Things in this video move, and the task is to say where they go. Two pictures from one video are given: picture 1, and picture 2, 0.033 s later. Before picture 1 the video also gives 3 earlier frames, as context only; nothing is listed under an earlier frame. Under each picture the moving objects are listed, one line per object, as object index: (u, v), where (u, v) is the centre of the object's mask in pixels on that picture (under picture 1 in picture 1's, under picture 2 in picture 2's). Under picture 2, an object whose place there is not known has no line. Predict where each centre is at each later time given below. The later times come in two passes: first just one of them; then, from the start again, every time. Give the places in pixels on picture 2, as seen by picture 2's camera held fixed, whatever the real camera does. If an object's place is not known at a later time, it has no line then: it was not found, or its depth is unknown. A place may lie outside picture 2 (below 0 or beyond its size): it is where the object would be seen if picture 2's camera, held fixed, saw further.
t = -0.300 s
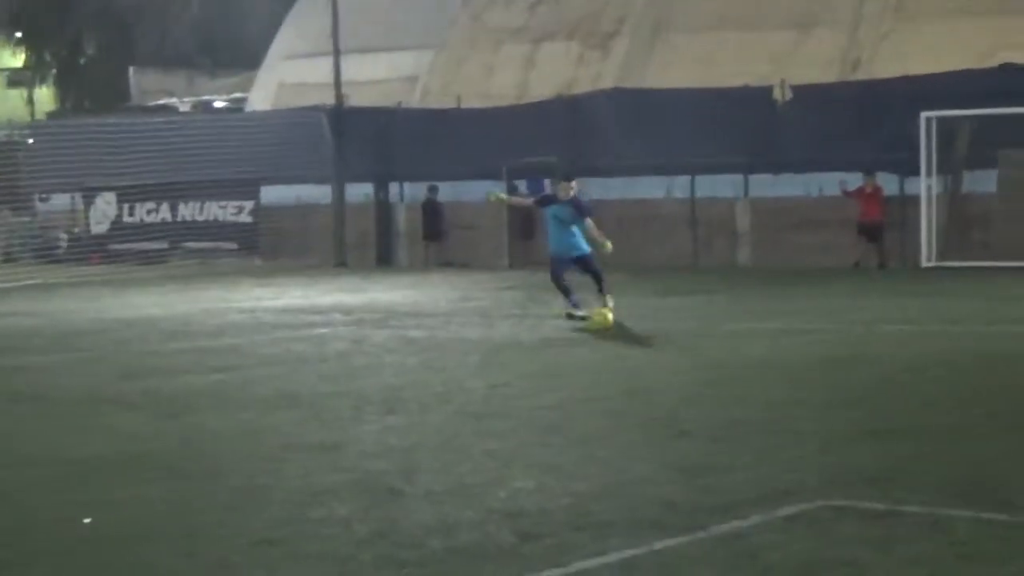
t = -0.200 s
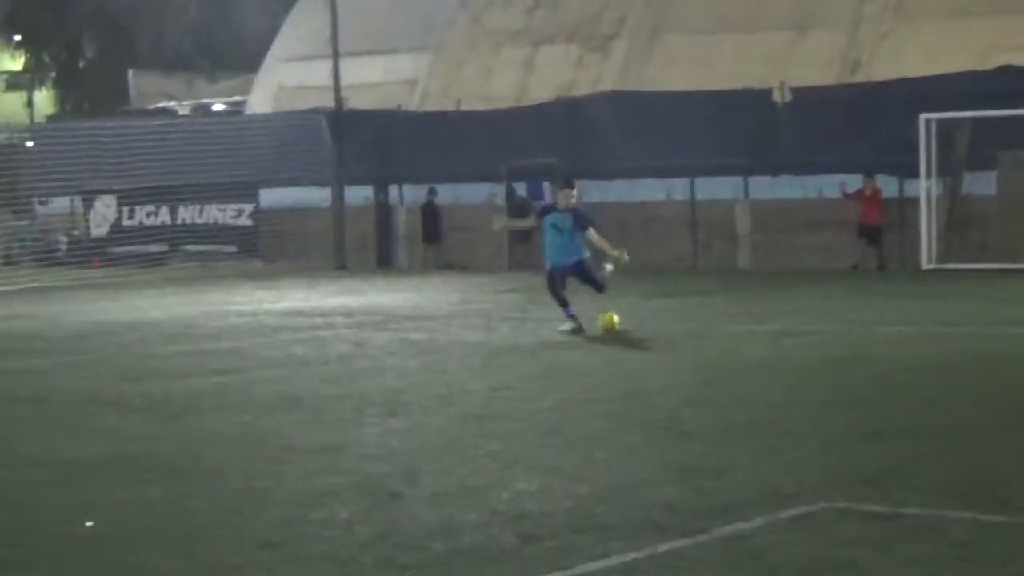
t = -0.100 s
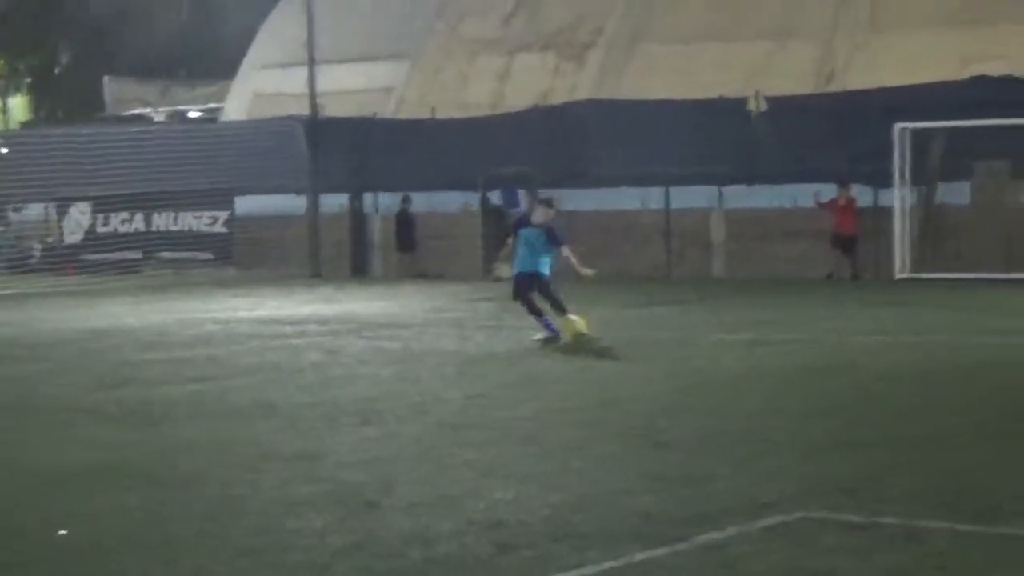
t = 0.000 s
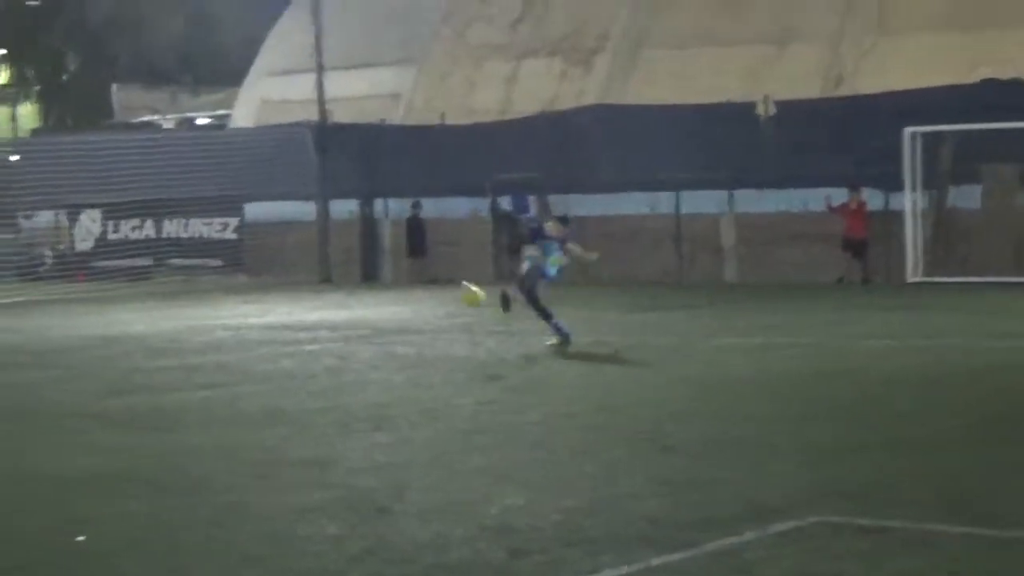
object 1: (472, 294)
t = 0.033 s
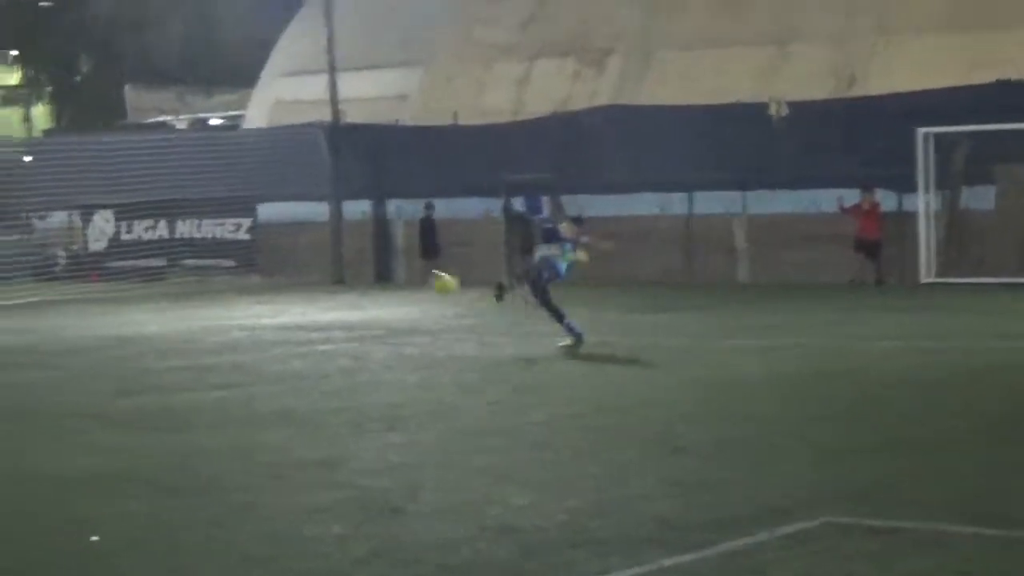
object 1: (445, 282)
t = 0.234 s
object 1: (148, 213)
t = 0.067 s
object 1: (400, 271)
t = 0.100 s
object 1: (358, 261)
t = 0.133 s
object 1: (308, 248)
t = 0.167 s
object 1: (255, 237)
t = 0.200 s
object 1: (209, 224)
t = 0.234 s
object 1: (148, 213)
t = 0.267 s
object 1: (93, 202)
